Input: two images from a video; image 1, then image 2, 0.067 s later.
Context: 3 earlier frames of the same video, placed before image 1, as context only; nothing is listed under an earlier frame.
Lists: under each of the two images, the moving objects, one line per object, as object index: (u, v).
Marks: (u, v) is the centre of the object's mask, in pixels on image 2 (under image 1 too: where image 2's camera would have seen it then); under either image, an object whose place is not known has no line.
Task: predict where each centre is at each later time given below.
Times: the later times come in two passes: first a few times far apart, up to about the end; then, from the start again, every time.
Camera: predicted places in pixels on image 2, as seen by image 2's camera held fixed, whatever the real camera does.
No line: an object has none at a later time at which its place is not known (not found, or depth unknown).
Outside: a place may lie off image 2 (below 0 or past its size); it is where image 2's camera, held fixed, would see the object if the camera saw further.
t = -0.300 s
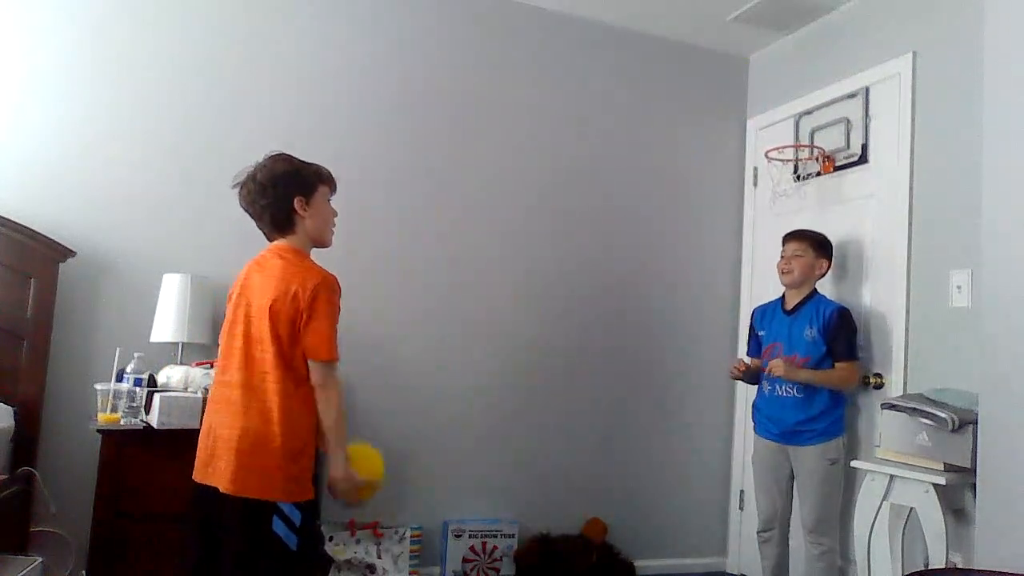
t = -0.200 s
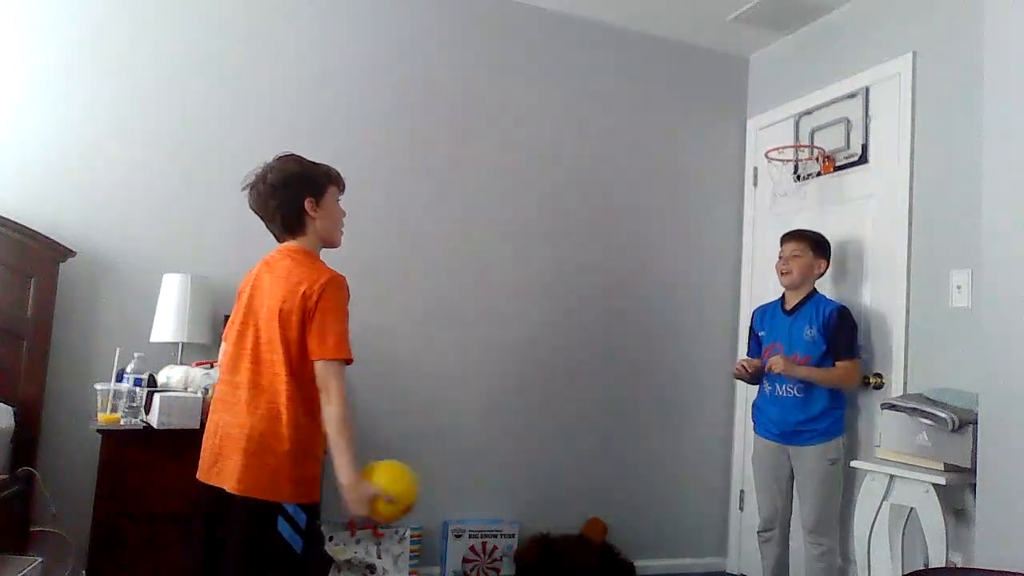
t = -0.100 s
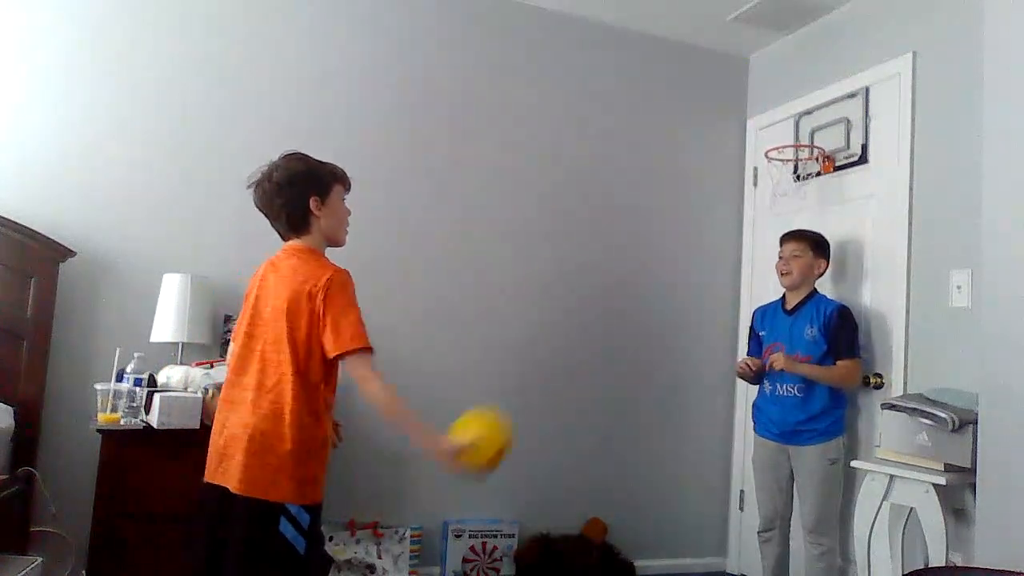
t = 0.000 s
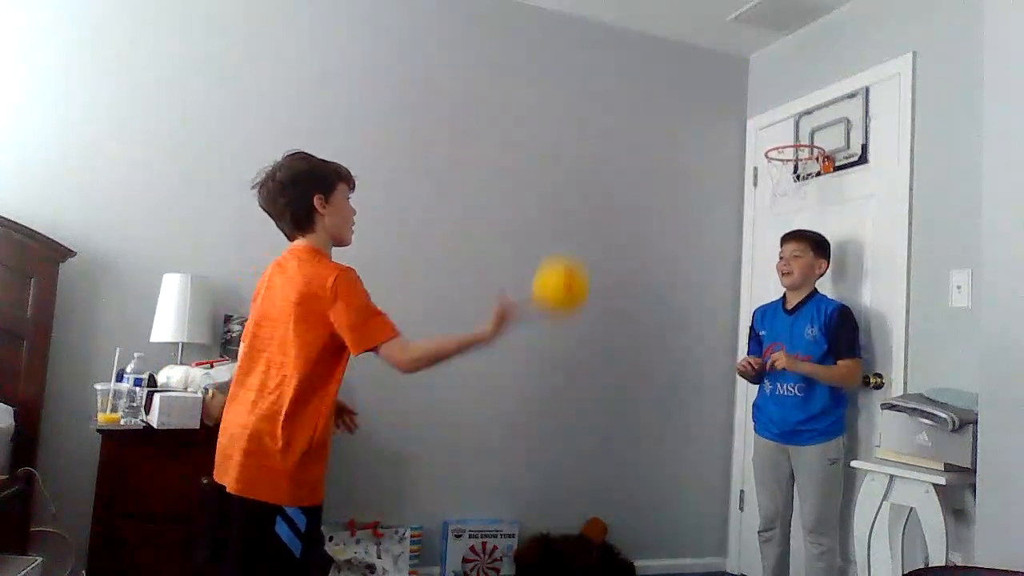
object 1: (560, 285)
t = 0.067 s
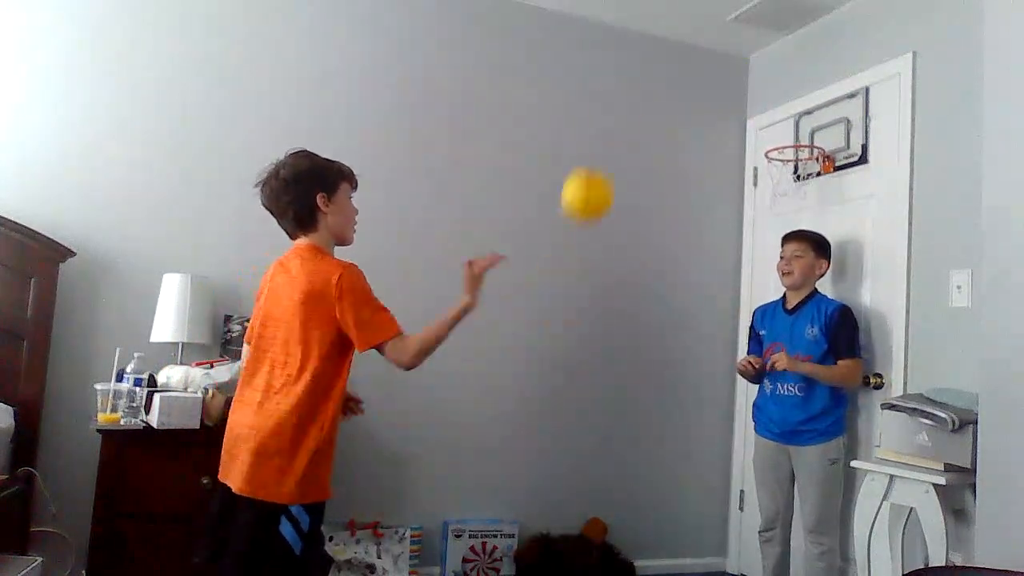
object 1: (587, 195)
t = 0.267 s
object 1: (638, 59)
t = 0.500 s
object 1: (672, 72)
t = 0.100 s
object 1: (598, 159)
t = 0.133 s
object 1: (608, 129)
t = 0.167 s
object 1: (617, 106)
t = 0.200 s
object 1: (625, 86)
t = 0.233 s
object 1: (632, 71)
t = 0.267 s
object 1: (638, 59)
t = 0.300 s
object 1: (643, 52)
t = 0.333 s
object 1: (649, 48)
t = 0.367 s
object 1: (655, 48)
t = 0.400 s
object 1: (660, 50)
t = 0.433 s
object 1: (664, 55)
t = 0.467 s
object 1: (668, 62)
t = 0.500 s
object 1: (672, 72)
